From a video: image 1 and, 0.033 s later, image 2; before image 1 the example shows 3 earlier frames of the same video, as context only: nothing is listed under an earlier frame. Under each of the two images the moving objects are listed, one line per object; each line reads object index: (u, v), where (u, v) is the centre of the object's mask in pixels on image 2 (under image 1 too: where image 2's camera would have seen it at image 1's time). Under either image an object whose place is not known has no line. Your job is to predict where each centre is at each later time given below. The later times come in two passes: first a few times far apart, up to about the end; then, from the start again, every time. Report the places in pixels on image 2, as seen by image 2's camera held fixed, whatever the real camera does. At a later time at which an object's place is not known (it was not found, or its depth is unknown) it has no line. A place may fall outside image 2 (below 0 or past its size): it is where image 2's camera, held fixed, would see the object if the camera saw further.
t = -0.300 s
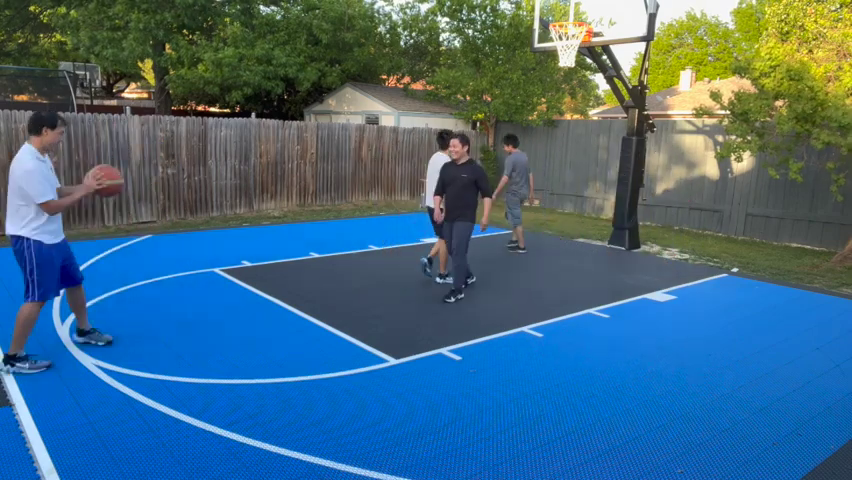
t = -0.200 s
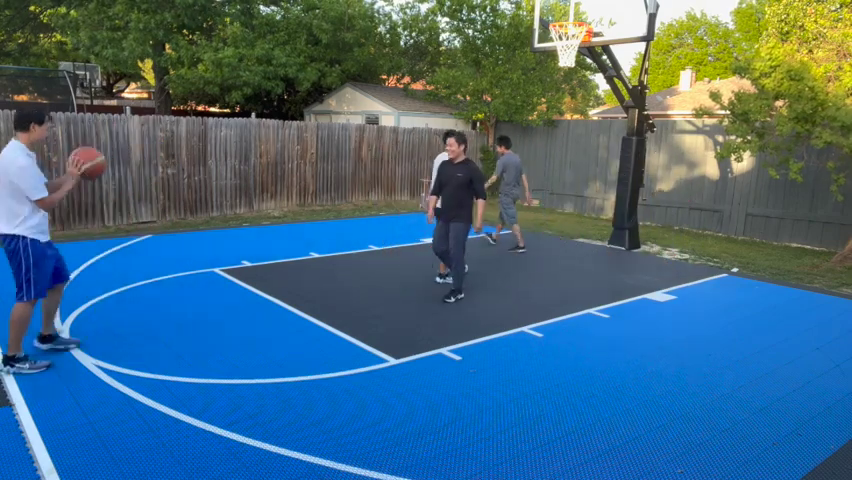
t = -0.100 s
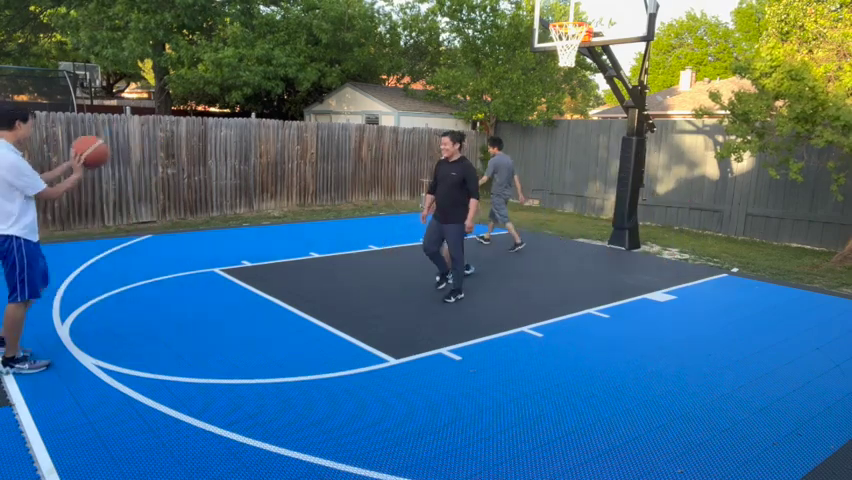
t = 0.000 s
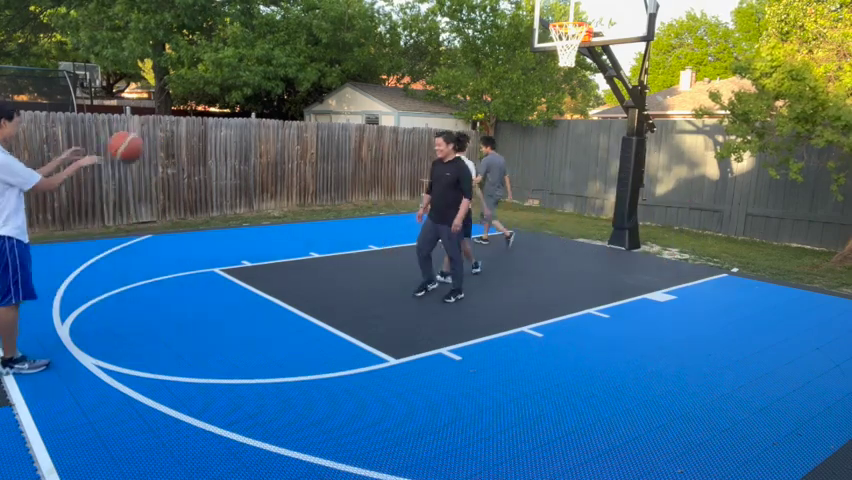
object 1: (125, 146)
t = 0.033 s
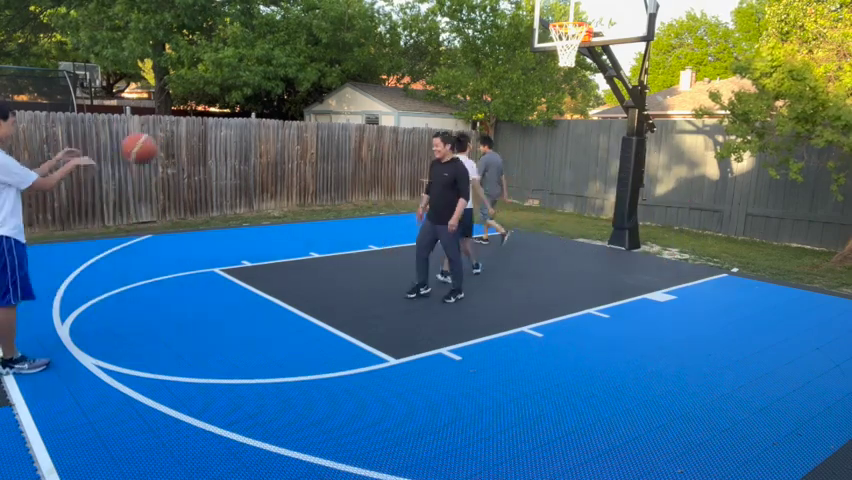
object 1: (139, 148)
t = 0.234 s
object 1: (213, 183)
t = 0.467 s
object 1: (285, 272)
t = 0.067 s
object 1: (153, 150)
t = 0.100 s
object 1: (164, 154)
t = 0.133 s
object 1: (177, 160)
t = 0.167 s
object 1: (189, 167)
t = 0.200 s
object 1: (200, 175)
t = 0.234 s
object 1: (213, 183)
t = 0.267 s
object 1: (224, 193)
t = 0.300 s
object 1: (235, 204)
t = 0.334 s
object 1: (246, 216)
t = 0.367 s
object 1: (257, 229)
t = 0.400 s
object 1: (266, 242)
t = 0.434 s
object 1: (276, 257)
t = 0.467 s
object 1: (285, 272)
